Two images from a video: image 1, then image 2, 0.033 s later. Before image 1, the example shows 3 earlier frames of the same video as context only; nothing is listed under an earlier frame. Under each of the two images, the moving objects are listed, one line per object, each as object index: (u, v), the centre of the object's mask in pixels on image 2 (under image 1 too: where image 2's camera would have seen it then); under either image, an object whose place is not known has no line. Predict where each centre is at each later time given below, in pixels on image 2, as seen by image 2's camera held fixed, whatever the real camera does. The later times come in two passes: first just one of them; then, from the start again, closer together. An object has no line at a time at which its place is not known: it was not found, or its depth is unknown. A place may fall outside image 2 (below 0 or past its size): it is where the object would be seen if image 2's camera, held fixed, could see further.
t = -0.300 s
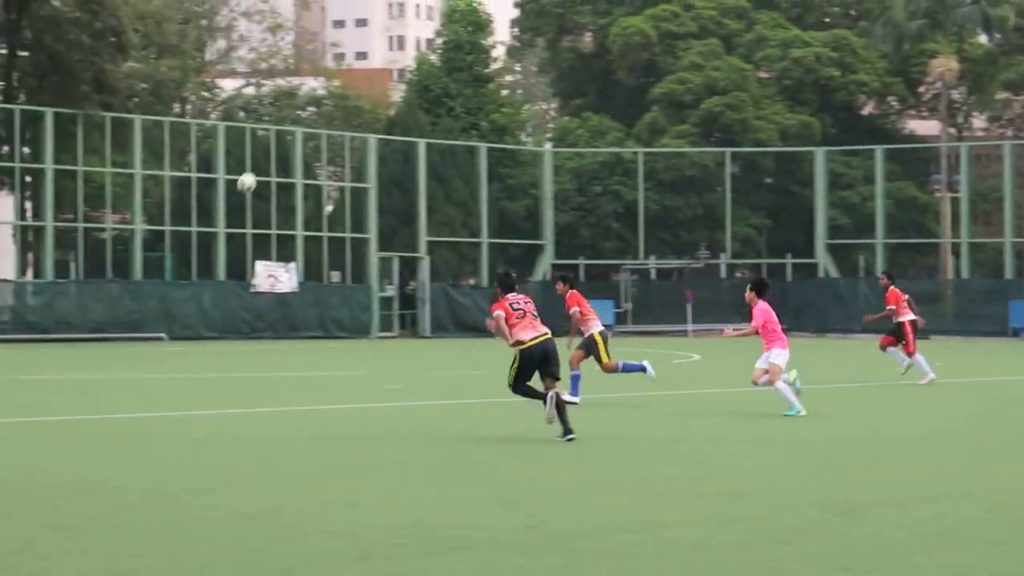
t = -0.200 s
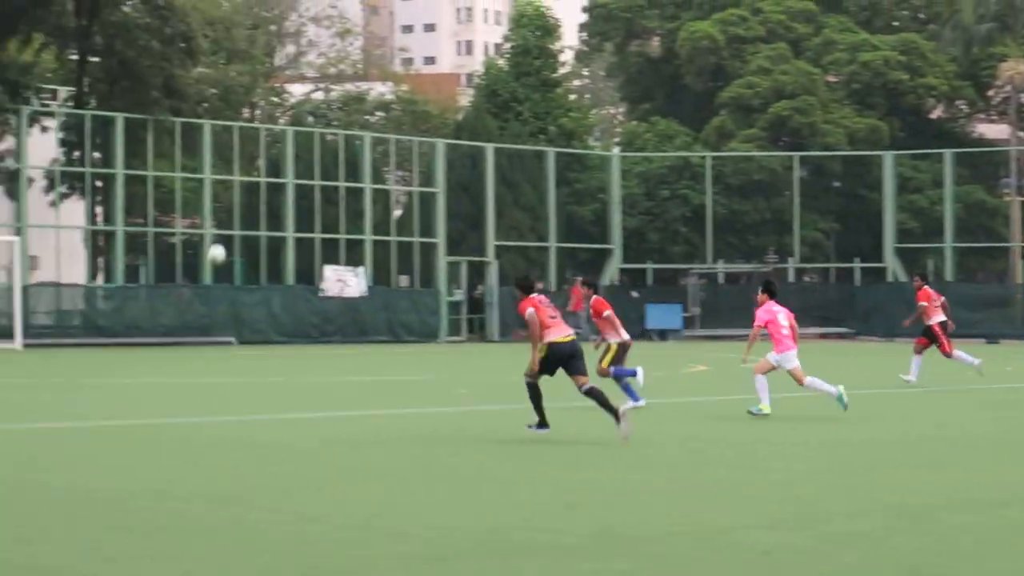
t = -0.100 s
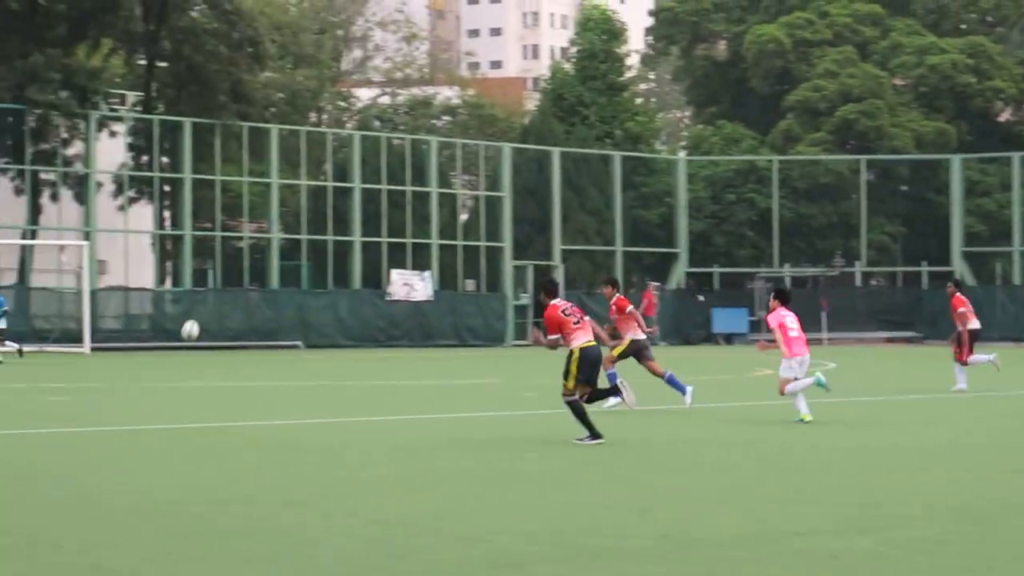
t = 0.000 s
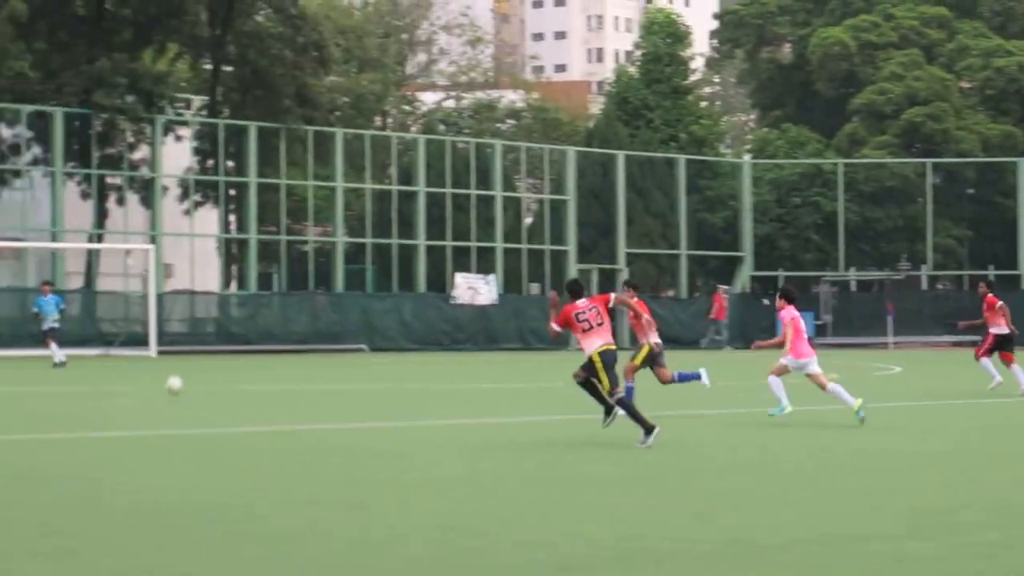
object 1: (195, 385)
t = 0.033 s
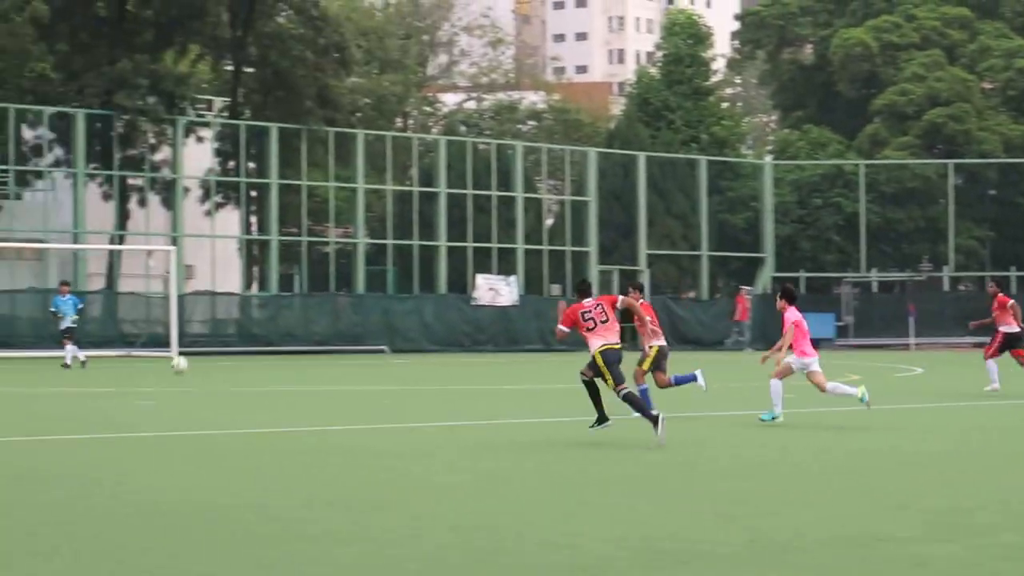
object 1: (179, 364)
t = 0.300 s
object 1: (53, 233)
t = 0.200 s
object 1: (100, 274)
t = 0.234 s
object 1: (85, 260)
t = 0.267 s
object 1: (70, 245)
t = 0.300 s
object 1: (53, 233)
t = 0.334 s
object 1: (39, 222)
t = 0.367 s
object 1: (23, 211)
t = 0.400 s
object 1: (9, 202)
